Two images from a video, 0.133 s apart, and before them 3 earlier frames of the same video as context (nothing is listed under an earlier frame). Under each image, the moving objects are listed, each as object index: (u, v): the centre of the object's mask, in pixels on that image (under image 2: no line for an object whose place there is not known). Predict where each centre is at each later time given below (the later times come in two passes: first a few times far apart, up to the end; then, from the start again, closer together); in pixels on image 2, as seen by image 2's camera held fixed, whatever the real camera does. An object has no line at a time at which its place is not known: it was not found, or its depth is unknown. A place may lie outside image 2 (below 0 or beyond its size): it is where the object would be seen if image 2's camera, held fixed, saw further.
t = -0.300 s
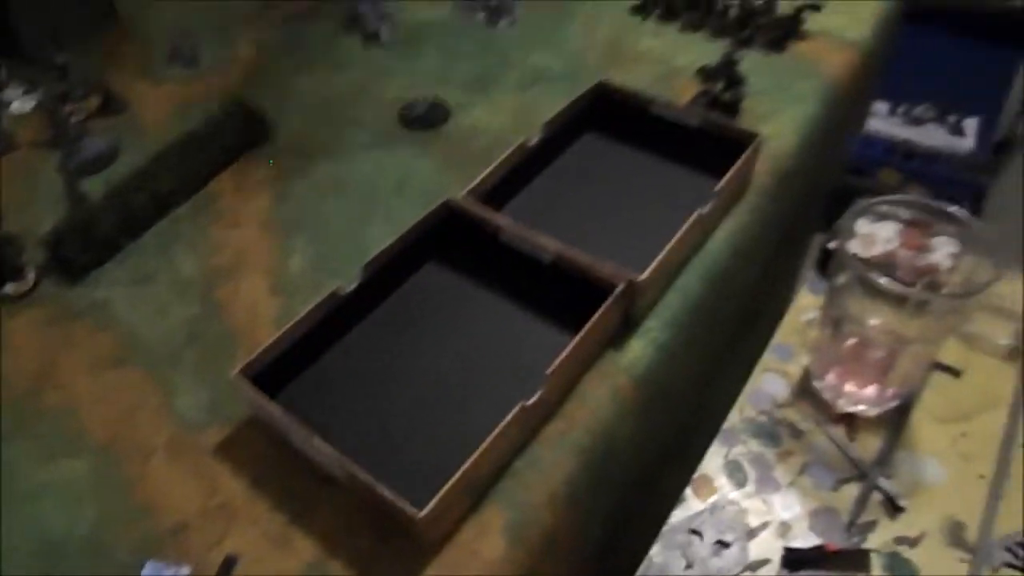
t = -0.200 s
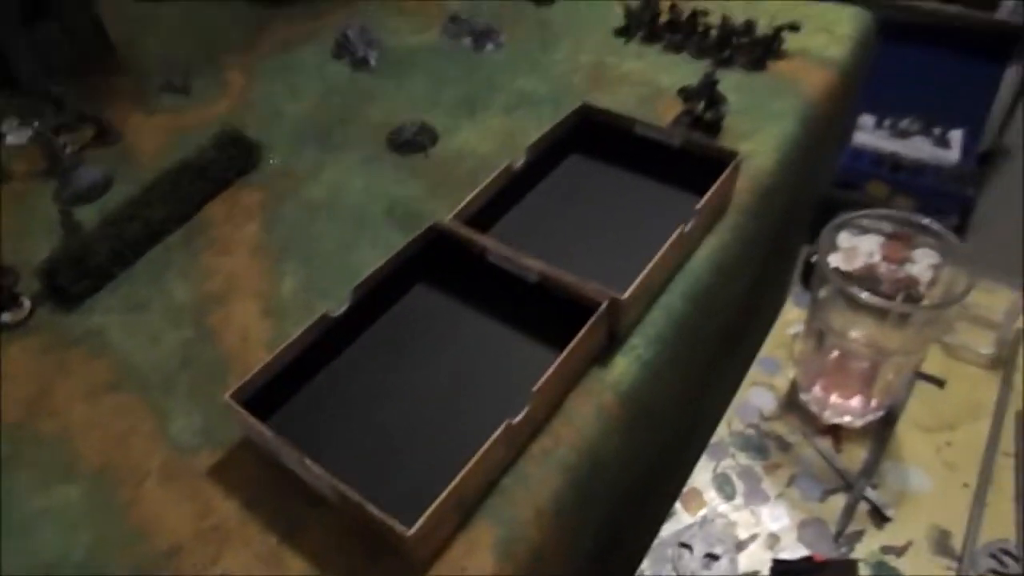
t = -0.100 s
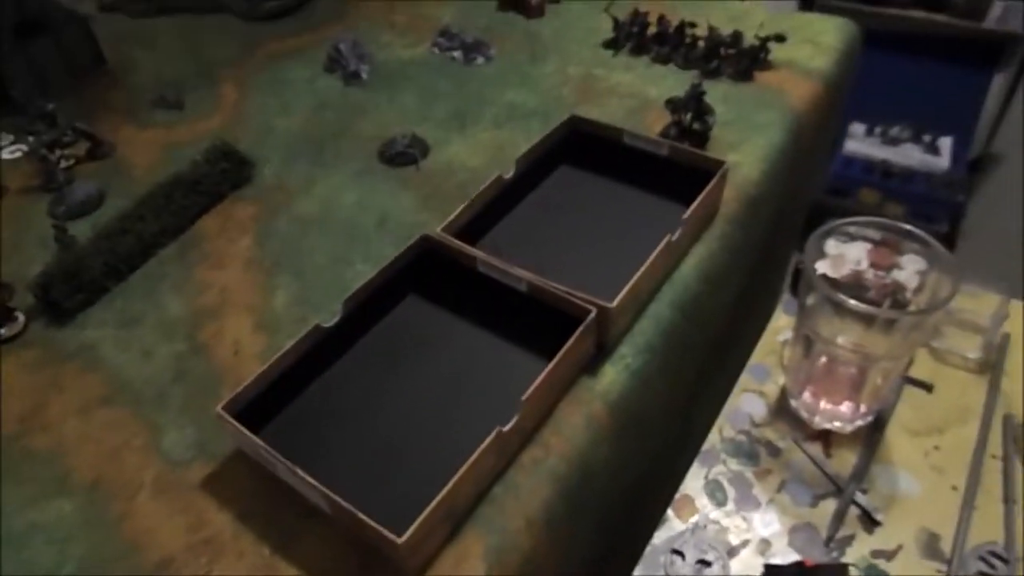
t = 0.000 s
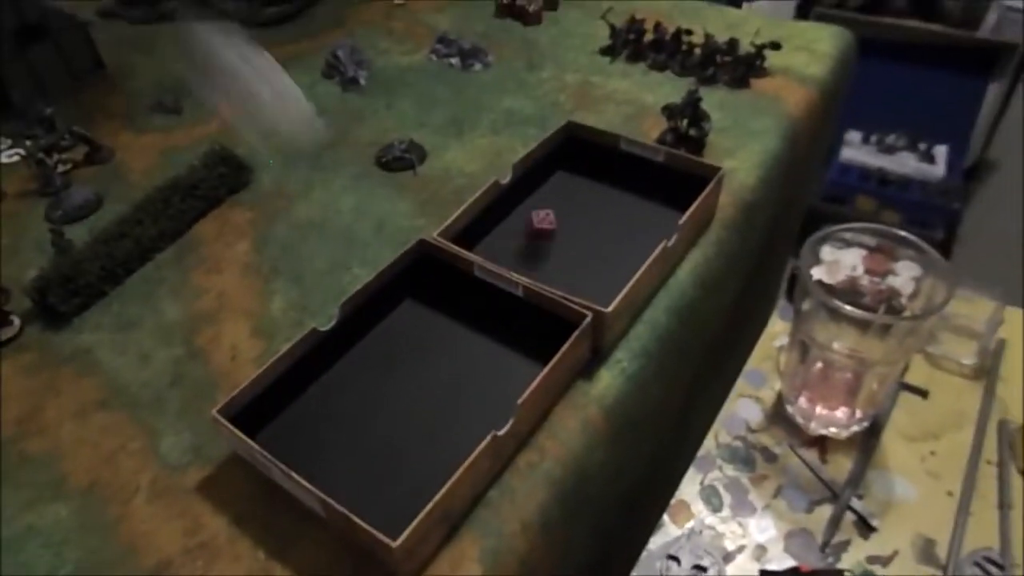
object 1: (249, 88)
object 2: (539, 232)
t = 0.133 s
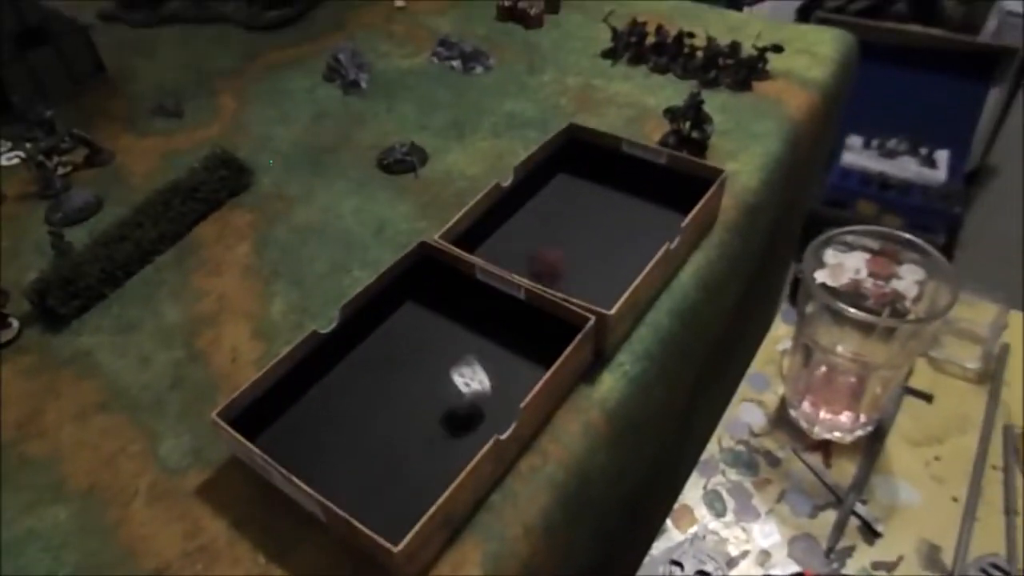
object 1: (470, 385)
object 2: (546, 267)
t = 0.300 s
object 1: (510, 361)
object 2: (633, 249)
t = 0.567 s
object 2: (659, 235)
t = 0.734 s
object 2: (660, 235)
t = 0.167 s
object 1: (475, 364)
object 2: (567, 270)
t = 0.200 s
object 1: (482, 353)
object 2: (588, 267)
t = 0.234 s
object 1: (493, 364)
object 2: (604, 262)
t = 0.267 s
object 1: (502, 362)
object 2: (621, 254)
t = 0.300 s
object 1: (510, 361)
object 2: (633, 249)
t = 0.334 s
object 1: (515, 359)
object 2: (644, 244)
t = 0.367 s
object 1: (520, 359)
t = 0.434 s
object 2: (658, 235)
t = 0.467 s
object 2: (659, 235)
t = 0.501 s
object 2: (659, 235)
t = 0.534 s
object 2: (659, 235)
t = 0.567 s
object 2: (659, 235)
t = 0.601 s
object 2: (659, 235)
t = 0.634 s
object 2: (659, 235)
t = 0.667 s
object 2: (660, 235)
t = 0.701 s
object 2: (660, 235)
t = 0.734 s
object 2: (660, 235)
